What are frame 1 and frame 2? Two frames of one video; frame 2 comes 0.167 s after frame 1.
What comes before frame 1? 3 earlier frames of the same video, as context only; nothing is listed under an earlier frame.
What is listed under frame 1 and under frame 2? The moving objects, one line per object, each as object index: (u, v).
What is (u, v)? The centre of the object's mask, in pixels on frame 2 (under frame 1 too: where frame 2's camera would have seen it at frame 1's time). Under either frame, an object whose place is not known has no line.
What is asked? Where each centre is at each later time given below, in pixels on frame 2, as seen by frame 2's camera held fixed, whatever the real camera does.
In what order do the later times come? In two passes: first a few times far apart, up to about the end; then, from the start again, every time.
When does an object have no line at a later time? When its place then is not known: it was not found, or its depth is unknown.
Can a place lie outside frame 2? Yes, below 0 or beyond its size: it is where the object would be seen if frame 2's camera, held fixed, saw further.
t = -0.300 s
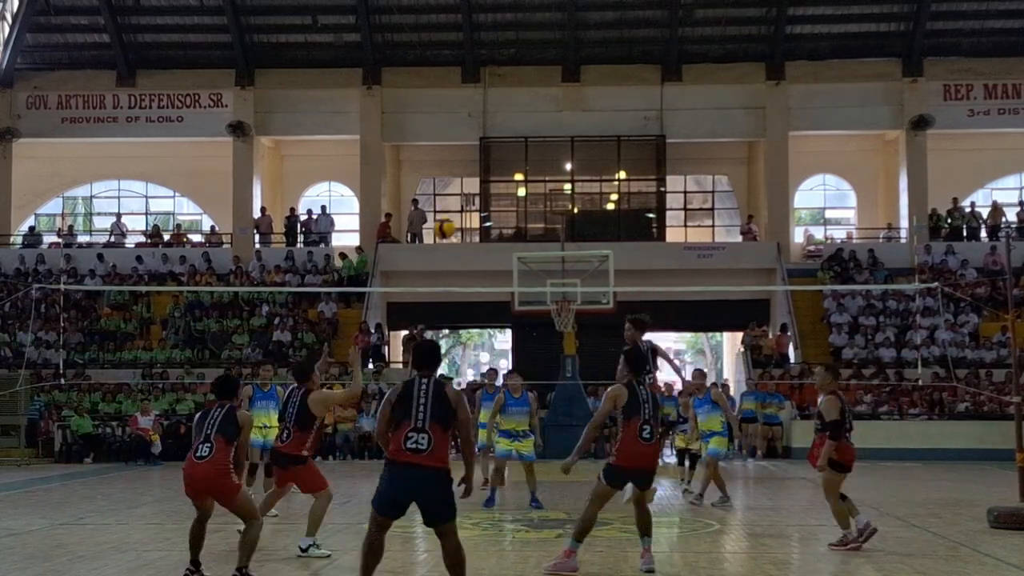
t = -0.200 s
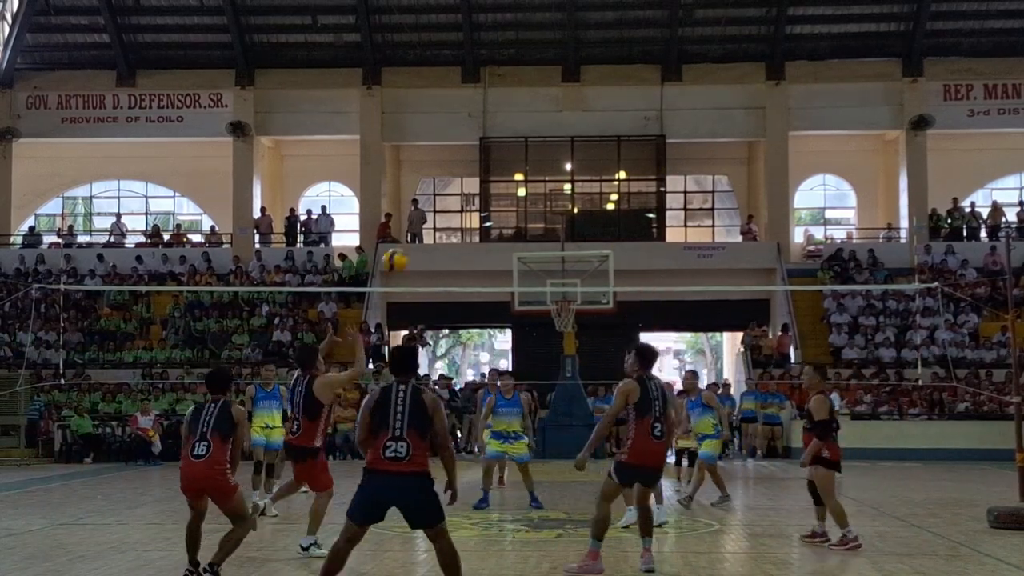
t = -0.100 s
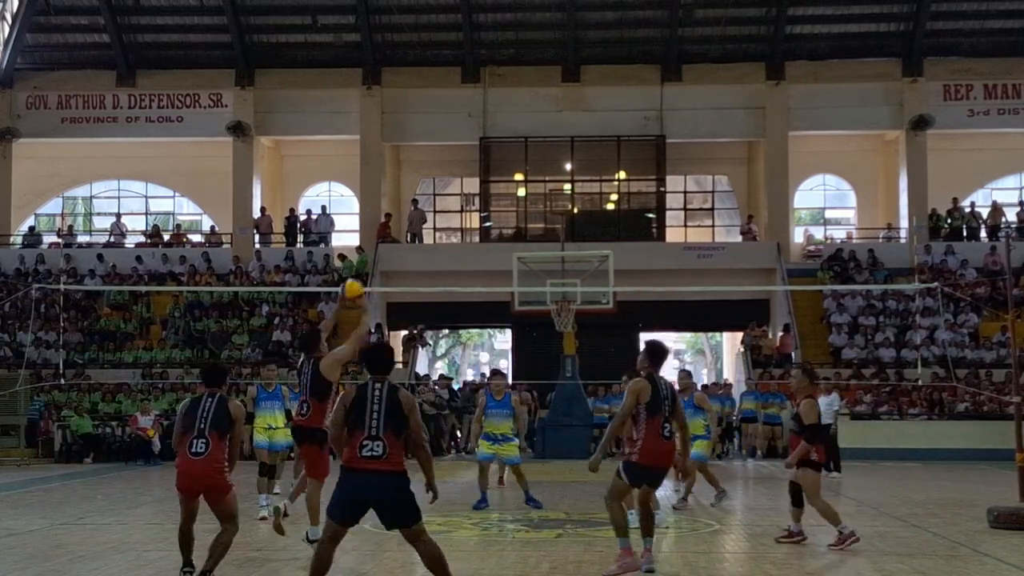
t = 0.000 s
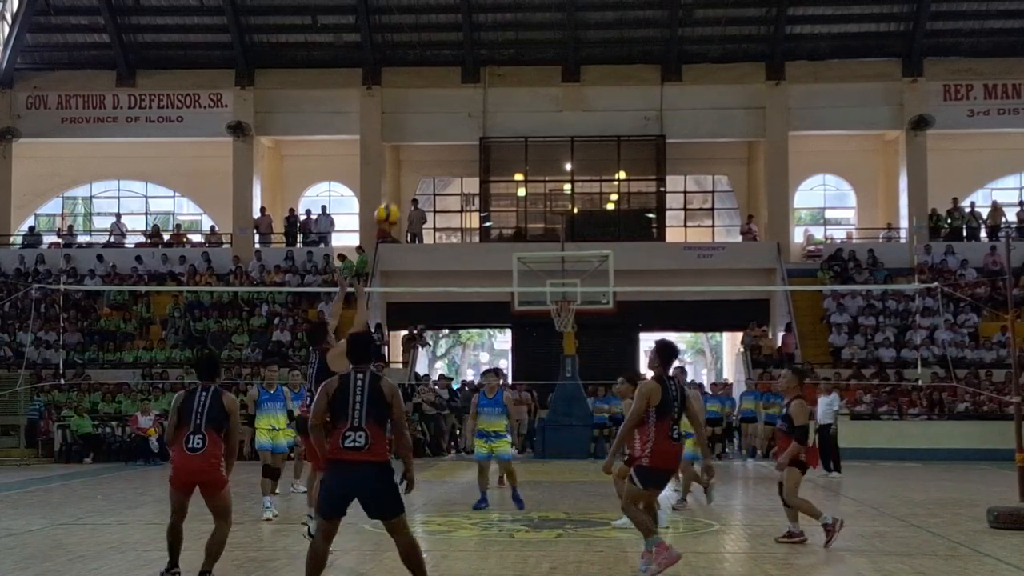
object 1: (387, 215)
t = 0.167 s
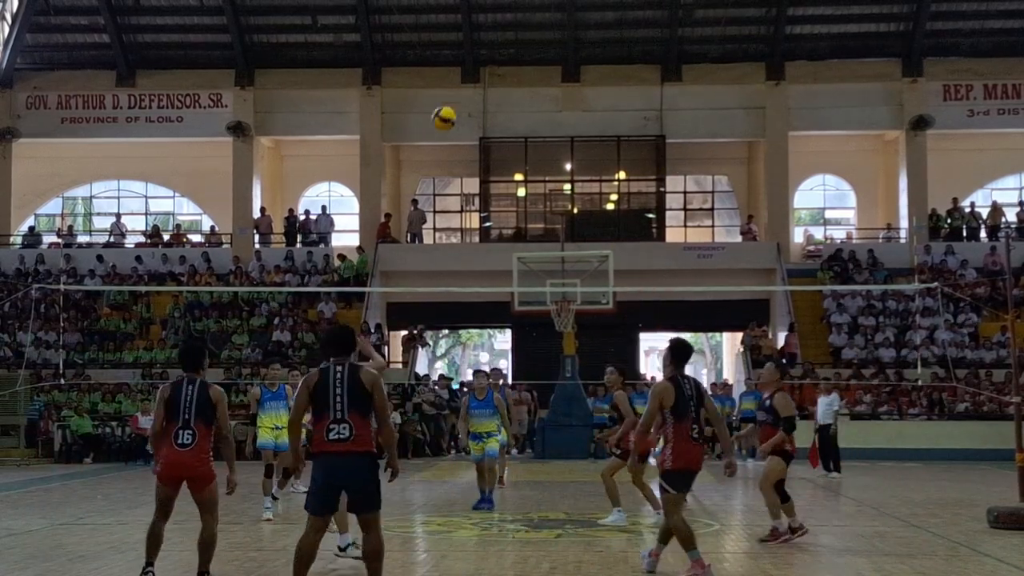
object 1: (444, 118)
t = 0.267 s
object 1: (476, 77)
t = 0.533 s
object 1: (555, 28)
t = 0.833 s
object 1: (635, 64)
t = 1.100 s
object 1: (699, 168)
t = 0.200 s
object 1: (454, 103)
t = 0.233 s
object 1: (465, 89)
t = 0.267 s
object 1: (476, 77)
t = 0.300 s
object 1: (486, 67)
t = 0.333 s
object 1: (496, 58)
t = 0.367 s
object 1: (507, 50)
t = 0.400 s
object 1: (516, 43)
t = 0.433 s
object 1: (526, 37)
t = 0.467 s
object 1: (536, 33)
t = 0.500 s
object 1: (545, 30)
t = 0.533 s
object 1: (555, 28)
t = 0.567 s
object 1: (565, 28)
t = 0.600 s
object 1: (574, 28)
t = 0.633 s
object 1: (583, 30)
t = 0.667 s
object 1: (592, 33)
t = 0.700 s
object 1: (601, 37)
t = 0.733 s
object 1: (609, 42)
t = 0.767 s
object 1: (618, 48)
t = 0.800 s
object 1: (626, 56)
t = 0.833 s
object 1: (635, 64)
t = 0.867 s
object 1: (643, 73)
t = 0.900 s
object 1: (652, 83)
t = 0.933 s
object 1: (660, 95)
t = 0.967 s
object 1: (668, 108)
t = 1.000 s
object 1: (676, 122)
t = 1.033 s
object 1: (684, 136)
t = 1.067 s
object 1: (691, 152)
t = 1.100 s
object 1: (699, 168)
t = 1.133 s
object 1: (706, 186)
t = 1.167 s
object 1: (713, 206)
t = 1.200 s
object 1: (720, 225)
